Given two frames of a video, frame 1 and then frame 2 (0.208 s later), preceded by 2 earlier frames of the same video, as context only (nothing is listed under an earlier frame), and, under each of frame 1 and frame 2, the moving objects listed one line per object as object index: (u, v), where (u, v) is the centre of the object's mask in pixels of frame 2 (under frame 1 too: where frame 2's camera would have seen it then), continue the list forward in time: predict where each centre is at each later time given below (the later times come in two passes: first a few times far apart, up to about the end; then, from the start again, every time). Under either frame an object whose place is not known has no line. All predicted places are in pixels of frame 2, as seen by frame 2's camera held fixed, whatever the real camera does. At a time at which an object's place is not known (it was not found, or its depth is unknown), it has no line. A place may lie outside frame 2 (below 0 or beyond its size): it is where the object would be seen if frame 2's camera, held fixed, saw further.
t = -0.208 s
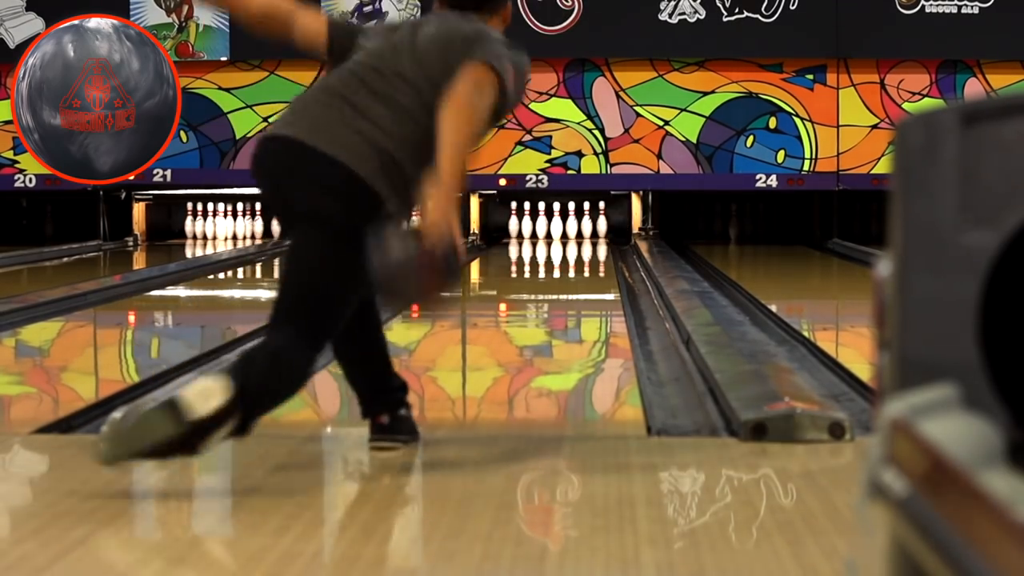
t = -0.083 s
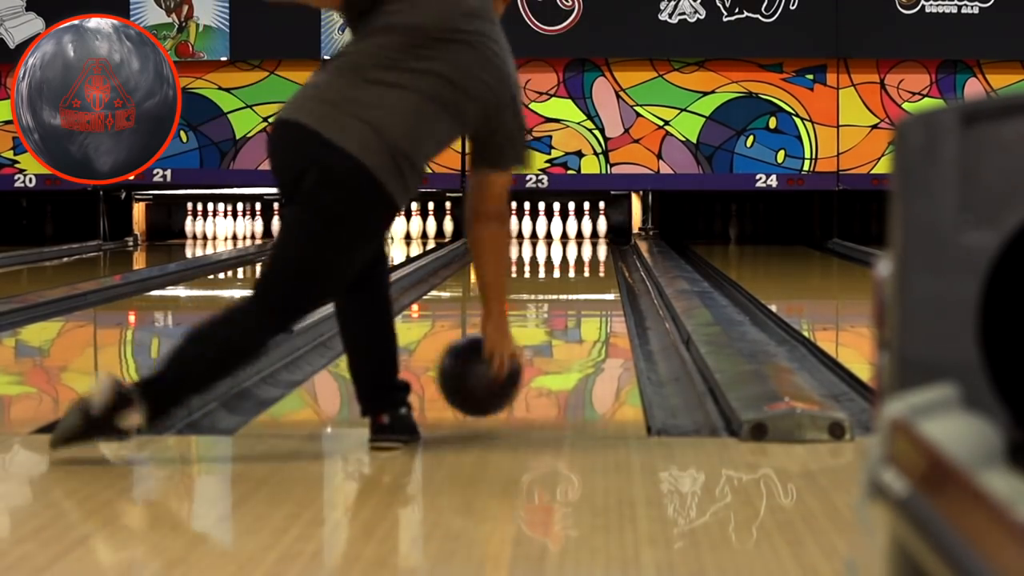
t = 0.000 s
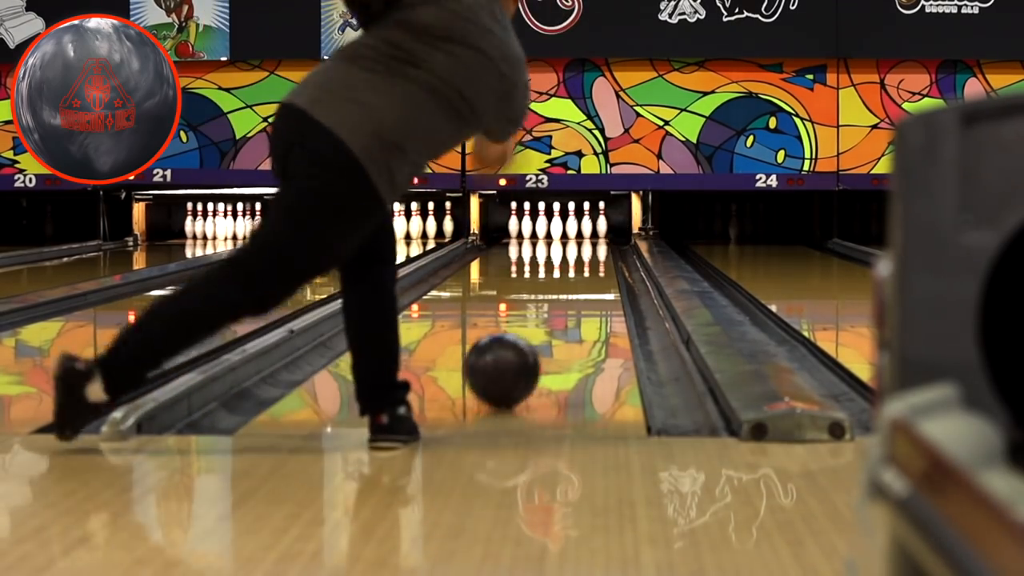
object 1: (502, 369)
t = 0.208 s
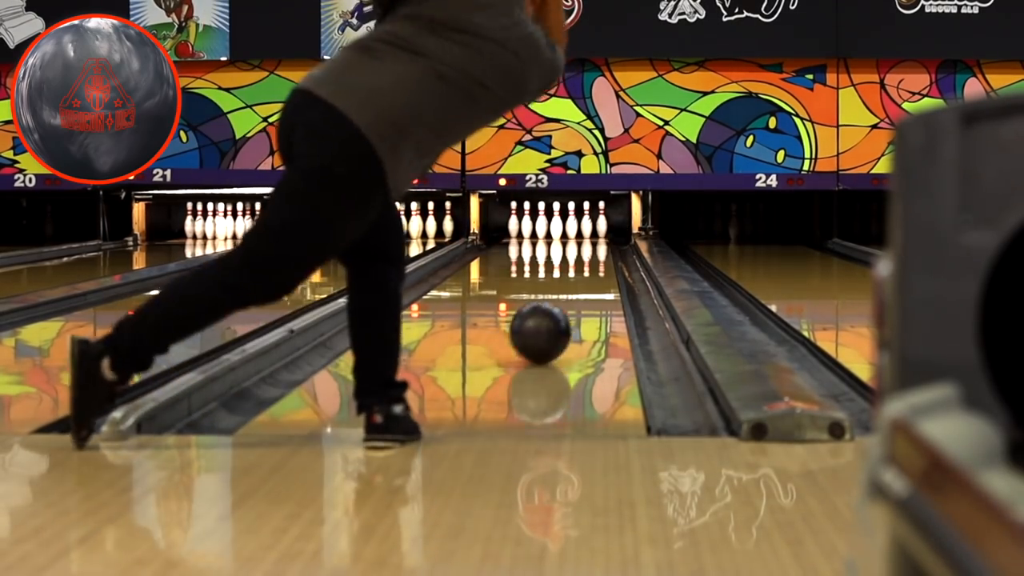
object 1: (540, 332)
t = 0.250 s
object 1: (546, 326)
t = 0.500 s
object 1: (572, 299)
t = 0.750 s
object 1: (589, 279)
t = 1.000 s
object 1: (598, 266)
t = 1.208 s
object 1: (603, 257)
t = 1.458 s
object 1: (602, 249)
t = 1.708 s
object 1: (598, 241)
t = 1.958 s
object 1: (588, 236)
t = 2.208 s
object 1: (576, 231)
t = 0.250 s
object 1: (546, 326)
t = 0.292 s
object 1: (551, 320)
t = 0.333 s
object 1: (556, 315)
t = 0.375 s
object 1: (560, 311)
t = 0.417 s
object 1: (565, 307)
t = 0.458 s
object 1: (569, 303)
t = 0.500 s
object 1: (572, 299)
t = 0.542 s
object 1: (576, 295)
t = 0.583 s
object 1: (579, 292)
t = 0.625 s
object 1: (581, 289)
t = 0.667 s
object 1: (584, 286)
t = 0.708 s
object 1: (587, 282)
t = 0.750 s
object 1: (589, 279)
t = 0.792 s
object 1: (591, 276)
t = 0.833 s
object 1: (593, 274)
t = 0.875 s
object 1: (594, 272)
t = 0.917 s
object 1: (595, 269)
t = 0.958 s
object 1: (597, 268)
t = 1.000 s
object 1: (598, 266)
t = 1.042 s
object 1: (600, 263)
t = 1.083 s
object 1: (601, 261)
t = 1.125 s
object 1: (601, 260)
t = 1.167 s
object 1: (601, 259)
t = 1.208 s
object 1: (603, 257)
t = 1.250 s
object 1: (603, 255)
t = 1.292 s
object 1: (603, 254)
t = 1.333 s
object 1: (602, 253)
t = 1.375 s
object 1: (603, 251)
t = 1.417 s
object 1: (602, 250)
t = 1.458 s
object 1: (602, 249)
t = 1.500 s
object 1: (602, 248)
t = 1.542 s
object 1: (601, 246)
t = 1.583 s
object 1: (601, 245)
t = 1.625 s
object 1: (600, 244)
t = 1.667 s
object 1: (599, 243)
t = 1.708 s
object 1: (598, 241)
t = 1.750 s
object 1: (597, 241)
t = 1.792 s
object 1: (595, 240)
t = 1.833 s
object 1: (593, 239)
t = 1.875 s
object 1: (592, 238)
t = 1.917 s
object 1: (590, 237)
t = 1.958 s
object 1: (588, 236)
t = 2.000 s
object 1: (587, 235)
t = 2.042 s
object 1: (585, 234)
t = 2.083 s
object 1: (582, 234)
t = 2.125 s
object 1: (580, 233)
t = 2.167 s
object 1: (578, 232)
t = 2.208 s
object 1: (576, 231)
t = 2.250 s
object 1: (573, 231)
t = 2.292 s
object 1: (570, 230)
